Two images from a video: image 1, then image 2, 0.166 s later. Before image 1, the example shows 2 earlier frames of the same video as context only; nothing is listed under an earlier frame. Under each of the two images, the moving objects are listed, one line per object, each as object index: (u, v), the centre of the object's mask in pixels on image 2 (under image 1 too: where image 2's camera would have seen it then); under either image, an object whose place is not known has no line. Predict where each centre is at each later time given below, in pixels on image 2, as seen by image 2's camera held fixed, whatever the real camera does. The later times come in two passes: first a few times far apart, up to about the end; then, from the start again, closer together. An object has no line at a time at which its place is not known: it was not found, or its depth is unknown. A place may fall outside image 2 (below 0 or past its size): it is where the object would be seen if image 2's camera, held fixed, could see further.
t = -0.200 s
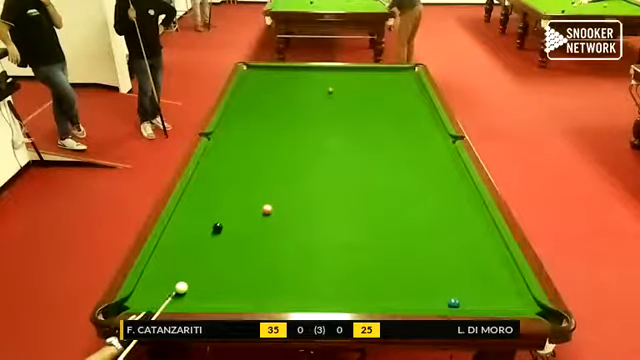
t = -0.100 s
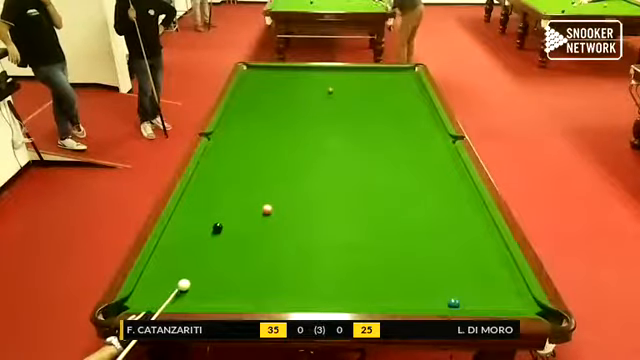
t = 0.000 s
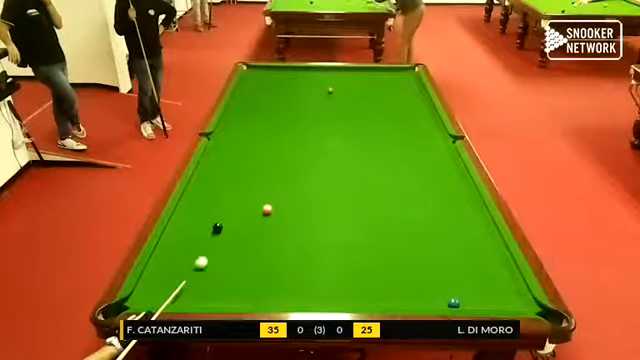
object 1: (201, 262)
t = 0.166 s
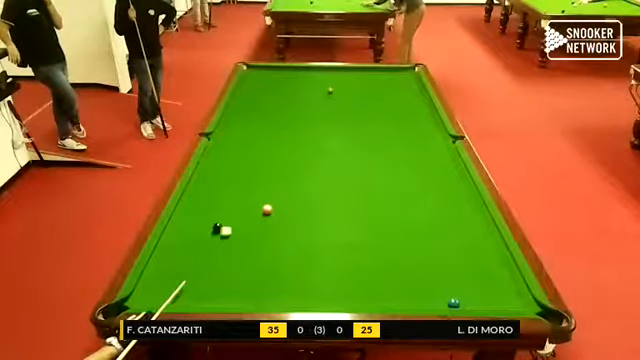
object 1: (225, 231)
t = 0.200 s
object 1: (230, 225)
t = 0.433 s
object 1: (256, 192)
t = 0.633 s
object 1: (274, 168)
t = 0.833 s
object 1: (290, 149)
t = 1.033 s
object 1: (303, 132)
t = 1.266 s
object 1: (315, 116)
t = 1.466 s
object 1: (325, 103)
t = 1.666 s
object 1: (333, 93)
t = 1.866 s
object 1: (341, 83)
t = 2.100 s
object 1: (349, 73)
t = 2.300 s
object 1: (355, 69)
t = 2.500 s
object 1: (359, 73)
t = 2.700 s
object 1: (365, 78)
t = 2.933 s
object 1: (372, 85)
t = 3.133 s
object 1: (376, 90)
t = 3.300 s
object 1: (382, 96)
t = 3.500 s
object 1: (389, 103)
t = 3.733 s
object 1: (395, 110)
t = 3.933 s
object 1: (401, 116)
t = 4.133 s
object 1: (407, 122)
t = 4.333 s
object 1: (414, 129)
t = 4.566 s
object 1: (422, 136)
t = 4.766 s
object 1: (429, 143)
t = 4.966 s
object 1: (436, 150)
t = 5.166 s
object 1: (442, 156)
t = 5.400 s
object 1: (450, 165)
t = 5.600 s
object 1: (457, 171)
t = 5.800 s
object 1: (464, 179)
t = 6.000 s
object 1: (470, 185)
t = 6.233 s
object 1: (472, 192)
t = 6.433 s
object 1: (473, 198)
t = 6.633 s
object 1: (473, 204)
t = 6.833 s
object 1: (474, 210)
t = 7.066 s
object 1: (475, 216)
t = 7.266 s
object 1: (476, 221)
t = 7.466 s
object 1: (477, 227)
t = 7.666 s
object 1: (478, 232)
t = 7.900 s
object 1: (479, 236)
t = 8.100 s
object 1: (479, 241)
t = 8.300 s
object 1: (480, 244)
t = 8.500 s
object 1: (481, 247)
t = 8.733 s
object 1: (481, 250)
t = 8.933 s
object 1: (482, 252)
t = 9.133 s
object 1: (482, 253)
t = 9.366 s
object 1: (482, 254)
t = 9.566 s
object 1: (482, 254)
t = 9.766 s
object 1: (482, 254)
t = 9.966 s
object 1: (482, 254)
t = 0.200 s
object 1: (230, 225)
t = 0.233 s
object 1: (234, 220)
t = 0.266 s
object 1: (238, 215)
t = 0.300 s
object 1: (242, 210)
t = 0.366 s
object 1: (250, 200)
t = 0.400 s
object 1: (253, 196)
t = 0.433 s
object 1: (256, 192)
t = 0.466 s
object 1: (260, 187)
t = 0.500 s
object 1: (262, 184)
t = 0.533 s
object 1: (266, 179)
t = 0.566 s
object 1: (269, 176)
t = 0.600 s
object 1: (272, 172)
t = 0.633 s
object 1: (274, 168)
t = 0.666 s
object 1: (277, 165)
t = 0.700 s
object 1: (280, 162)
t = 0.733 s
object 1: (282, 159)
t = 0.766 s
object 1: (285, 155)
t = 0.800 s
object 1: (287, 152)
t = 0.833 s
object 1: (290, 149)
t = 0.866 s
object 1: (292, 146)
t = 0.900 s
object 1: (294, 143)
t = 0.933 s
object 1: (296, 140)
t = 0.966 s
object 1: (298, 138)
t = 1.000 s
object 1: (301, 135)
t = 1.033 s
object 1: (303, 132)
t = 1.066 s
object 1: (304, 130)
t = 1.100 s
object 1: (306, 127)
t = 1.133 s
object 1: (308, 125)
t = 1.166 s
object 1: (310, 123)
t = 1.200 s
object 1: (312, 121)
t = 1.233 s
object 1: (314, 118)
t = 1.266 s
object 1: (315, 116)
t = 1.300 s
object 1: (317, 114)
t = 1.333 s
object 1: (319, 112)
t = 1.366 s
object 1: (321, 110)
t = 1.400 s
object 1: (322, 107)
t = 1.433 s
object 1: (323, 106)
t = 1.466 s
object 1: (325, 103)
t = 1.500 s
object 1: (326, 102)
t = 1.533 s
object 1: (328, 100)
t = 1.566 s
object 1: (329, 98)
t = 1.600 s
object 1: (331, 97)
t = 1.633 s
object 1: (332, 96)
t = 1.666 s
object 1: (333, 93)
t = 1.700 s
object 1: (334, 92)
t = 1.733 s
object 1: (336, 90)
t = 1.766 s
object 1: (338, 88)
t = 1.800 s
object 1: (339, 86)
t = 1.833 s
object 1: (339, 86)
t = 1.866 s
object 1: (341, 83)
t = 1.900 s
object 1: (342, 83)
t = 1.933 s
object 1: (343, 82)
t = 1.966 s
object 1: (344, 80)
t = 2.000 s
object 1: (345, 78)
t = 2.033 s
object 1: (347, 76)
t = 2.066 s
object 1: (348, 75)
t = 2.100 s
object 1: (349, 73)
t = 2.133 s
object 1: (350, 72)
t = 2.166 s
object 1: (351, 72)
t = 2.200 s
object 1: (352, 70)
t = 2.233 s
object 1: (353, 69)
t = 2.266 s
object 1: (354, 69)
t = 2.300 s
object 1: (355, 69)
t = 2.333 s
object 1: (356, 69)
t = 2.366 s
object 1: (356, 70)
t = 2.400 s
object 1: (357, 71)
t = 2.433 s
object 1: (358, 72)
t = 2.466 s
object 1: (359, 73)
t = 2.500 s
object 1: (359, 73)
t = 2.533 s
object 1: (360, 75)
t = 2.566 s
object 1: (362, 75)
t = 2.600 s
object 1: (364, 77)
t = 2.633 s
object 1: (364, 78)
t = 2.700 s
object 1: (365, 78)
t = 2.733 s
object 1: (366, 80)
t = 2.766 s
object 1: (367, 80)
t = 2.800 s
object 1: (368, 81)
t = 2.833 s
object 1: (369, 83)
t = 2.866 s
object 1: (370, 83)
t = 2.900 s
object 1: (370, 84)
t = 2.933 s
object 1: (372, 85)
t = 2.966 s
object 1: (373, 86)
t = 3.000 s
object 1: (373, 86)
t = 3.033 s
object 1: (375, 89)
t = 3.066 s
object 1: (376, 90)
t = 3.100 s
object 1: (376, 90)
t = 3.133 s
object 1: (376, 90)
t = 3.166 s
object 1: (378, 92)
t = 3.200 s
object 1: (378, 92)
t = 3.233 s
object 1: (380, 94)
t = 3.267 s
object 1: (382, 96)
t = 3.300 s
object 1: (382, 96)
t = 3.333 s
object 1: (384, 98)
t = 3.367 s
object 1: (385, 99)
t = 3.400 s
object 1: (387, 100)
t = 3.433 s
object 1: (387, 101)
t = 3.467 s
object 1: (388, 102)
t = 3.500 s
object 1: (389, 103)
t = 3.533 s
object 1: (390, 104)
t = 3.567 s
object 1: (390, 104)
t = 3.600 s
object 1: (392, 106)
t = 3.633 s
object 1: (392, 107)
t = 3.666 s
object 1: (394, 108)
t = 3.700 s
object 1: (394, 108)
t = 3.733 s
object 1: (395, 110)
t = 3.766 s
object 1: (396, 111)
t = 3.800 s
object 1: (397, 111)
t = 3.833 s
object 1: (398, 113)
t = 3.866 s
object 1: (399, 114)
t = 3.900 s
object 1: (400, 114)
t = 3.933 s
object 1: (401, 116)
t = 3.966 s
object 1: (402, 117)
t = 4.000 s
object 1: (403, 118)
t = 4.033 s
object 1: (405, 119)
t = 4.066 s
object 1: (405, 120)
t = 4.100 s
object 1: (407, 121)
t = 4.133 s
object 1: (407, 122)
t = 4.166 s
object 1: (409, 123)
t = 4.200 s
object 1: (410, 124)
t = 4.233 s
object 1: (411, 125)
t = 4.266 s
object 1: (412, 127)
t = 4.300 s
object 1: (413, 127)
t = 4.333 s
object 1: (414, 129)
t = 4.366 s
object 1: (415, 130)
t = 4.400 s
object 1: (416, 131)
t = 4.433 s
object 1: (417, 132)
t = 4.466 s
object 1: (418, 133)
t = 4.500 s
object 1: (419, 134)
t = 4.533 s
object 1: (420, 135)
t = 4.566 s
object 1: (422, 136)
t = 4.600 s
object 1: (423, 138)
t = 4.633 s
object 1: (423, 139)
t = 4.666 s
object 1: (425, 140)
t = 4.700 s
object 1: (427, 141)
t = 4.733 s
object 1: (427, 142)
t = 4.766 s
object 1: (429, 143)
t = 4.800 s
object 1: (429, 144)
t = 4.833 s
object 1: (430, 145)
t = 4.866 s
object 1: (432, 146)
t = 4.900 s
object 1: (433, 148)
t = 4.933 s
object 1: (435, 149)
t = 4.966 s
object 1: (436, 150)
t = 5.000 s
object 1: (437, 151)
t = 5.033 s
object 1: (438, 152)
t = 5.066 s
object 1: (439, 153)
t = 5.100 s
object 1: (440, 154)
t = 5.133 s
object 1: (441, 155)
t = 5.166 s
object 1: (442, 156)
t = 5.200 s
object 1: (444, 158)
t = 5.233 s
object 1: (444, 158)
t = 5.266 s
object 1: (446, 160)
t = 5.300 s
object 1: (447, 160)
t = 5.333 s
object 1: (448, 162)
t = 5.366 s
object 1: (449, 164)
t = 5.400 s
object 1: (450, 165)
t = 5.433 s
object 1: (451, 166)
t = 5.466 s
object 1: (453, 167)
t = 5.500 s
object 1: (453, 168)
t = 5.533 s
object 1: (454, 170)
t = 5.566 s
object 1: (456, 170)
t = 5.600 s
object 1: (457, 171)
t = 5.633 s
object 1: (459, 173)
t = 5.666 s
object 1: (461, 174)
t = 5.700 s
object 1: (461, 175)
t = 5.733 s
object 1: (463, 176)
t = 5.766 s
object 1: (463, 177)
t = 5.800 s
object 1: (464, 179)
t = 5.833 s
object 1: (465, 180)
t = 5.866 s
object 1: (467, 181)
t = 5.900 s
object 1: (468, 182)
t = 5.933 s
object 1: (469, 183)
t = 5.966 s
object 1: (469, 184)
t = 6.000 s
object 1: (470, 185)
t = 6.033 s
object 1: (470, 186)
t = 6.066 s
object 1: (470, 187)
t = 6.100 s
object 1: (471, 188)
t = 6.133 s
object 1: (471, 189)
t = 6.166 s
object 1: (471, 190)
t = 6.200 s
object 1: (471, 191)
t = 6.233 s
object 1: (472, 192)
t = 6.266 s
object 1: (472, 193)
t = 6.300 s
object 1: (472, 194)
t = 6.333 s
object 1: (472, 196)
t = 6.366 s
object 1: (473, 197)
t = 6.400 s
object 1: (473, 198)
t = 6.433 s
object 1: (473, 198)
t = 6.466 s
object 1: (473, 199)
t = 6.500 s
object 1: (472, 201)
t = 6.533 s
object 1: (473, 201)
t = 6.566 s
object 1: (473, 202)
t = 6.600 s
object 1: (473, 204)
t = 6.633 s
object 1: (473, 204)
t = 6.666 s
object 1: (473, 205)
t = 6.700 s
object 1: (474, 206)
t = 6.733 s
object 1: (474, 207)
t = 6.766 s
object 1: (474, 208)
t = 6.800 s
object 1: (474, 209)
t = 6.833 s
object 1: (474, 210)
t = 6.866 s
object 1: (474, 211)
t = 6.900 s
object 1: (474, 212)
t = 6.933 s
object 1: (474, 213)
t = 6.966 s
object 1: (475, 214)
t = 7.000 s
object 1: (475, 215)
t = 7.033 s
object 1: (475, 215)
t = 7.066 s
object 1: (475, 216)
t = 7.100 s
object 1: (475, 217)
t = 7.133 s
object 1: (475, 218)
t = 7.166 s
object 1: (476, 219)
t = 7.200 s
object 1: (476, 220)
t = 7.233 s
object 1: (476, 221)
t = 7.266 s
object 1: (476, 221)
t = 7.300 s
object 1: (476, 222)
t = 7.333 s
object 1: (476, 223)
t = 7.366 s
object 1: (476, 224)
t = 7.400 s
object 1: (476, 225)
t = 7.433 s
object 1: (477, 226)
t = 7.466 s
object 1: (477, 227)
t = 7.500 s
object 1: (477, 228)
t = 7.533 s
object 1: (477, 228)
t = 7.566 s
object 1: (477, 229)
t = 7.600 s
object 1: (477, 230)
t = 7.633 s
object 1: (477, 231)
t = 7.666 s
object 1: (478, 232)
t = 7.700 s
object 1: (478, 232)
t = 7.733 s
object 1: (478, 233)
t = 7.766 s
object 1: (478, 234)
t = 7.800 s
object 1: (478, 234)
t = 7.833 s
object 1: (478, 235)
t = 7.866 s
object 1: (479, 236)
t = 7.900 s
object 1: (479, 236)
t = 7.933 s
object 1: (479, 237)
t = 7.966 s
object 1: (479, 238)
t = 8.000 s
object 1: (479, 239)
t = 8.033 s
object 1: (479, 239)
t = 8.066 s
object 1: (479, 240)
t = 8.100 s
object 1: (479, 241)
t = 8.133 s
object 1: (480, 241)
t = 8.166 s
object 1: (480, 242)
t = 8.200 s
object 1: (480, 243)
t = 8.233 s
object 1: (480, 243)
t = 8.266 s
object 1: (480, 244)
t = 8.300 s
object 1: (480, 244)
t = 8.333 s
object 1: (480, 245)
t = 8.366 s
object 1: (480, 245)
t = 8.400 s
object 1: (480, 245)
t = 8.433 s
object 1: (481, 246)
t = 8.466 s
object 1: (481, 247)
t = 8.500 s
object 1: (481, 247)
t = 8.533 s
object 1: (481, 248)
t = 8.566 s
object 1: (481, 248)
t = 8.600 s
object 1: (481, 249)
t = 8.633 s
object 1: (481, 249)
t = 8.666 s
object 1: (481, 249)
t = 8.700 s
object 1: (481, 250)
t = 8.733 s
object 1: (481, 250)
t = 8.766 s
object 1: (482, 250)
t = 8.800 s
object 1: (482, 251)
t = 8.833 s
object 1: (482, 251)
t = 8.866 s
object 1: (482, 251)
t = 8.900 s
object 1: (482, 252)
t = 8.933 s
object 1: (482, 252)
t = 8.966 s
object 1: (482, 252)
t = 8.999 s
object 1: (482, 253)
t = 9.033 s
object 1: (482, 253)
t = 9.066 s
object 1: (482, 253)
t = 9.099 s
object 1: (482, 253)
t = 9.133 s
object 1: (482, 253)
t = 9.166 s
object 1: (482, 254)
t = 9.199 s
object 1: (482, 254)
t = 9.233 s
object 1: (482, 254)
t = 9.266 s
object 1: (482, 254)
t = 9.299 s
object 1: (482, 254)
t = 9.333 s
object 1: (482, 254)
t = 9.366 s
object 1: (482, 254)
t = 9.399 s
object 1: (482, 254)
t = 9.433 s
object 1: (482, 254)
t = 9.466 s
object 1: (482, 254)
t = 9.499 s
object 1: (482, 254)
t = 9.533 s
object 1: (482, 254)
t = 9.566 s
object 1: (482, 254)
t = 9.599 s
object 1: (482, 254)
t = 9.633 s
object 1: (482, 254)
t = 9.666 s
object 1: (482, 254)
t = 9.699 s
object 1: (482, 254)
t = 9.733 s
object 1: (482, 254)
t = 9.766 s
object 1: (482, 254)
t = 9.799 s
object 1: (482, 254)
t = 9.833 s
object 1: (482, 254)
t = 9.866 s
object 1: (482, 254)
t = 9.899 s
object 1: (482, 254)
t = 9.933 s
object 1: (482, 254)
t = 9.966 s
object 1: (482, 254)
